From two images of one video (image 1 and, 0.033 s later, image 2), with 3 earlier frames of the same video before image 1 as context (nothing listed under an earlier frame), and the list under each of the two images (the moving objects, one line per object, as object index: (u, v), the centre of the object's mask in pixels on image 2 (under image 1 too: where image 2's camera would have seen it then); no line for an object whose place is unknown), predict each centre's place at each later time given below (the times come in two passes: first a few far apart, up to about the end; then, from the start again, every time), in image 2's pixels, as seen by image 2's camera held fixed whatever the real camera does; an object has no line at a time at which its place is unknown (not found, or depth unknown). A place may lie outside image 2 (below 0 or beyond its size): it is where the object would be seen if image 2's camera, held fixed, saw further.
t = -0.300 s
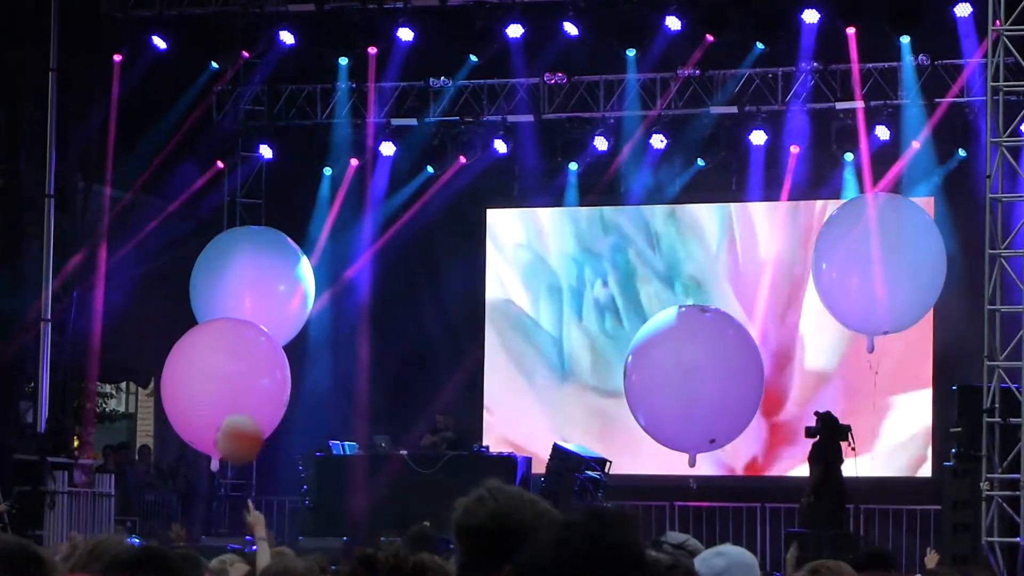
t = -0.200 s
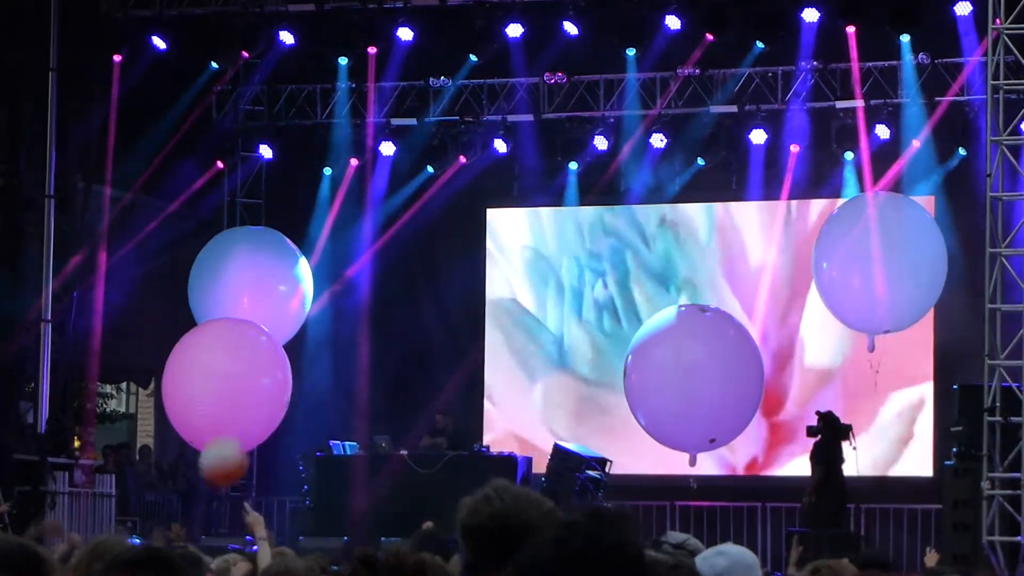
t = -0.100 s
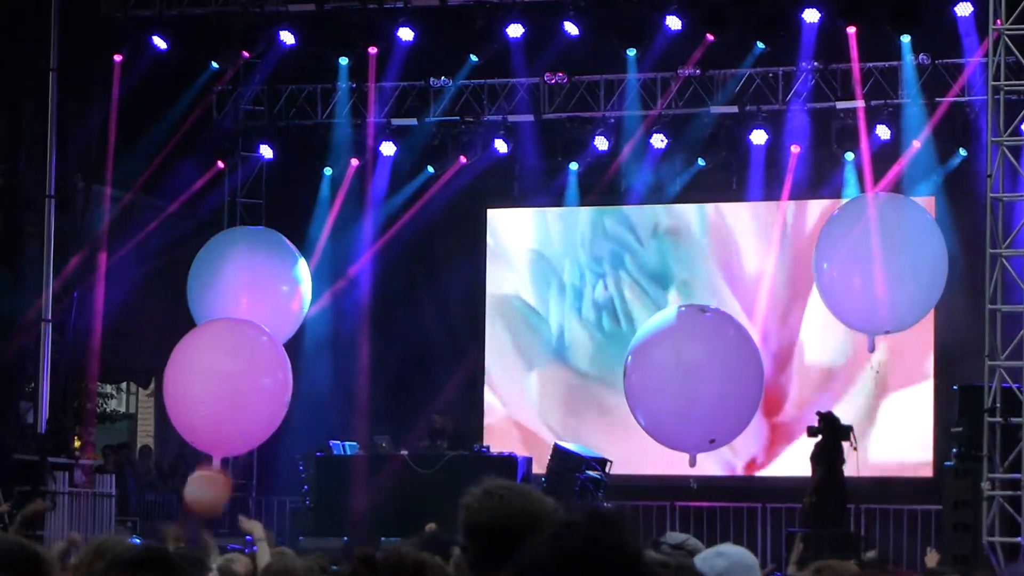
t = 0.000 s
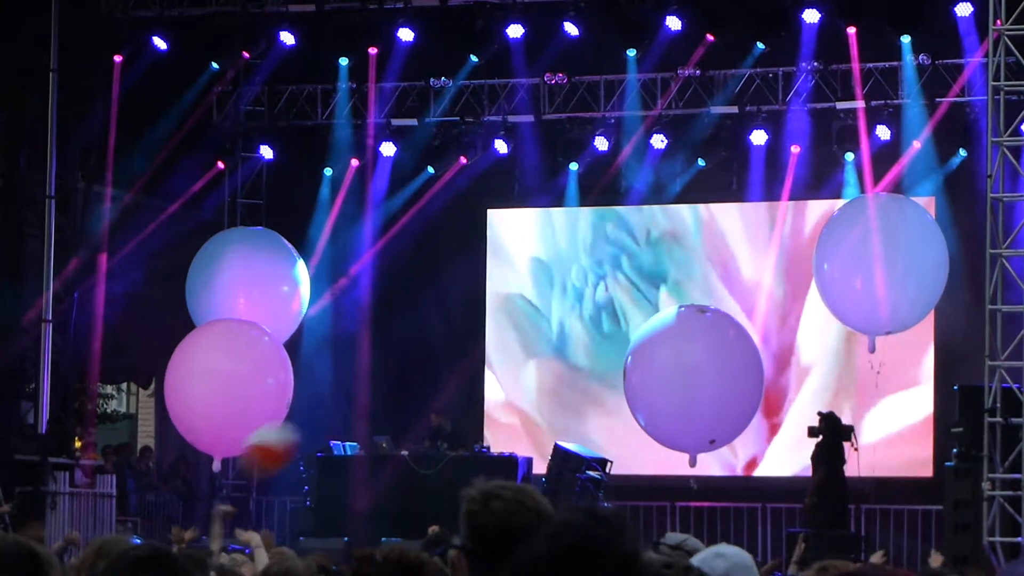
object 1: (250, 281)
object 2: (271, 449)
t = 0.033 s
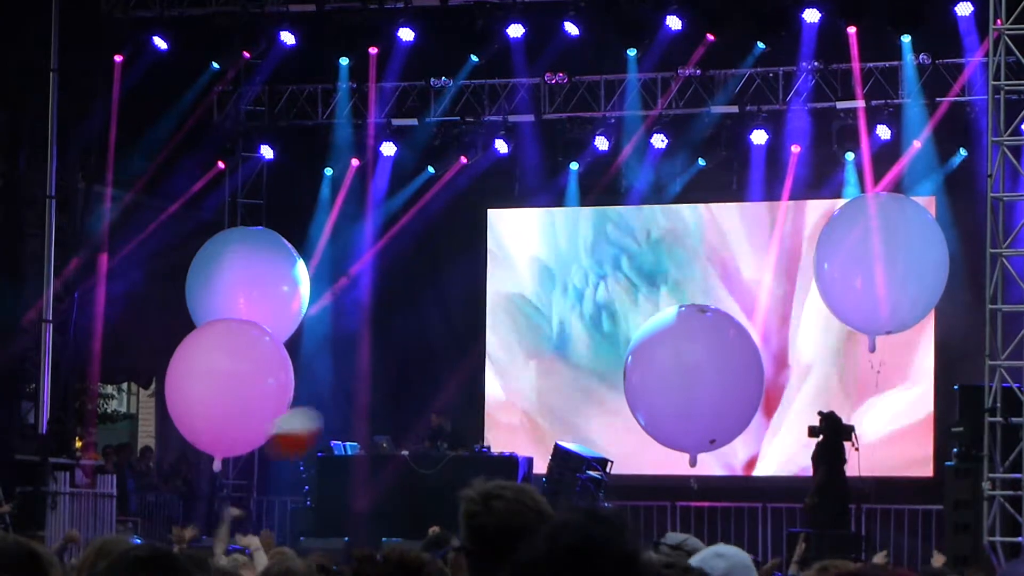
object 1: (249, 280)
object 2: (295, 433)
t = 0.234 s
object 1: (246, 280)
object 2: (416, 362)
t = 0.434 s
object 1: (243, 280)
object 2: (512, 329)
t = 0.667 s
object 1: (241, 280)
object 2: (603, 337)
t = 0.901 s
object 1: (239, 279)
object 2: (682, 390)
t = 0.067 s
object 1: (248, 280)
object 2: (317, 418)
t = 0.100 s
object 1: (248, 280)
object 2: (338, 405)
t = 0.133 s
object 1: (247, 280)
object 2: (361, 391)
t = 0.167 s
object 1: (247, 280)
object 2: (379, 381)
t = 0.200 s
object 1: (246, 280)
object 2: (399, 371)
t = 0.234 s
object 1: (246, 280)
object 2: (416, 362)
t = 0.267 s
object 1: (245, 280)
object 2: (433, 353)
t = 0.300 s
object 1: (245, 280)
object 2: (450, 345)
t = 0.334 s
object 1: (244, 280)
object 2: (463, 339)
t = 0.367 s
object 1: (244, 280)
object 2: (478, 335)
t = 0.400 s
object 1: (243, 280)
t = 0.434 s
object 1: (243, 280)
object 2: (512, 329)
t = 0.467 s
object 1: (242, 280)
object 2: (526, 327)
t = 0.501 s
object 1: (242, 280)
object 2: (540, 326)
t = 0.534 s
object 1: (242, 280)
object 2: (552, 326)
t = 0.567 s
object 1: (241, 280)
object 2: (565, 327)
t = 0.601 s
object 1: (241, 280)
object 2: (578, 330)
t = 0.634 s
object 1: (241, 280)
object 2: (591, 333)
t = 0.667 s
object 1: (241, 280)
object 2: (603, 337)
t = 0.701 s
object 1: (240, 279)
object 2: (614, 341)
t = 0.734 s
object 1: (240, 280)
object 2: (626, 347)
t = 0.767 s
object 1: (240, 280)
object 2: (638, 355)
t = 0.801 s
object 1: (240, 279)
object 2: (649, 361)
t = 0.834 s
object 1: (240, 279)
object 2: (661, 370)
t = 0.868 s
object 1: (239, 279)
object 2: (672, 380)
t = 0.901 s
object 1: (239, 279)
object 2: (682, 390)
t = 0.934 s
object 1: (239, 279)
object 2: (692, 400)
